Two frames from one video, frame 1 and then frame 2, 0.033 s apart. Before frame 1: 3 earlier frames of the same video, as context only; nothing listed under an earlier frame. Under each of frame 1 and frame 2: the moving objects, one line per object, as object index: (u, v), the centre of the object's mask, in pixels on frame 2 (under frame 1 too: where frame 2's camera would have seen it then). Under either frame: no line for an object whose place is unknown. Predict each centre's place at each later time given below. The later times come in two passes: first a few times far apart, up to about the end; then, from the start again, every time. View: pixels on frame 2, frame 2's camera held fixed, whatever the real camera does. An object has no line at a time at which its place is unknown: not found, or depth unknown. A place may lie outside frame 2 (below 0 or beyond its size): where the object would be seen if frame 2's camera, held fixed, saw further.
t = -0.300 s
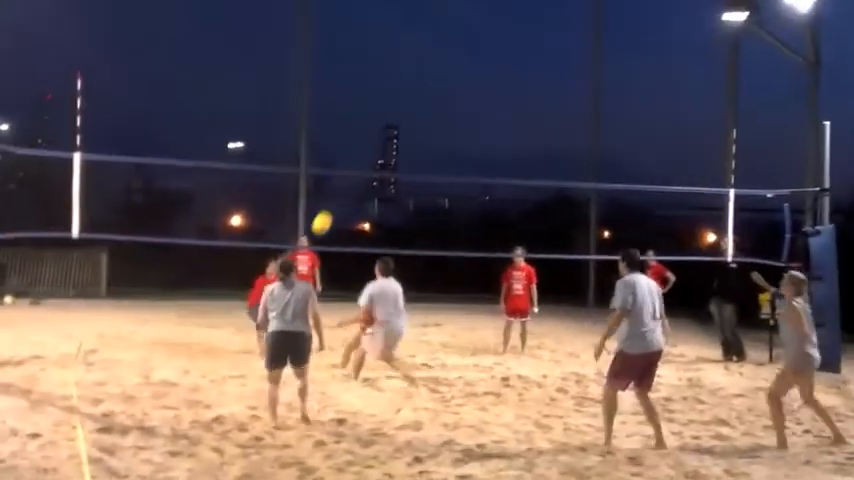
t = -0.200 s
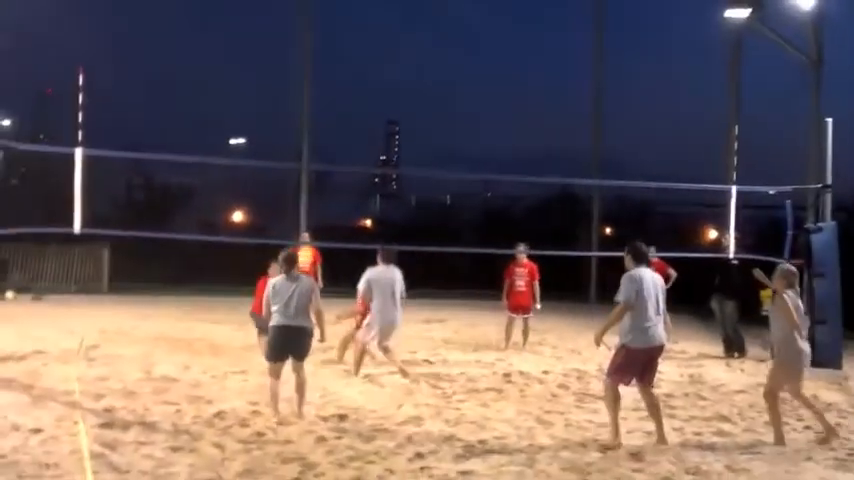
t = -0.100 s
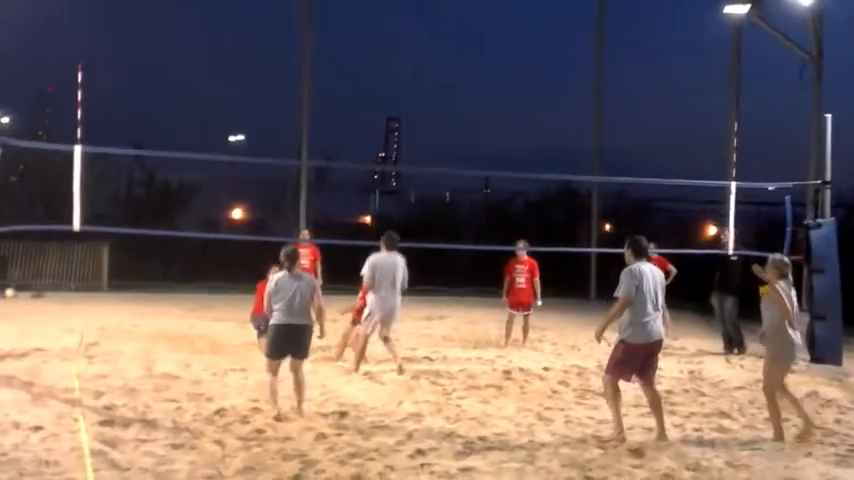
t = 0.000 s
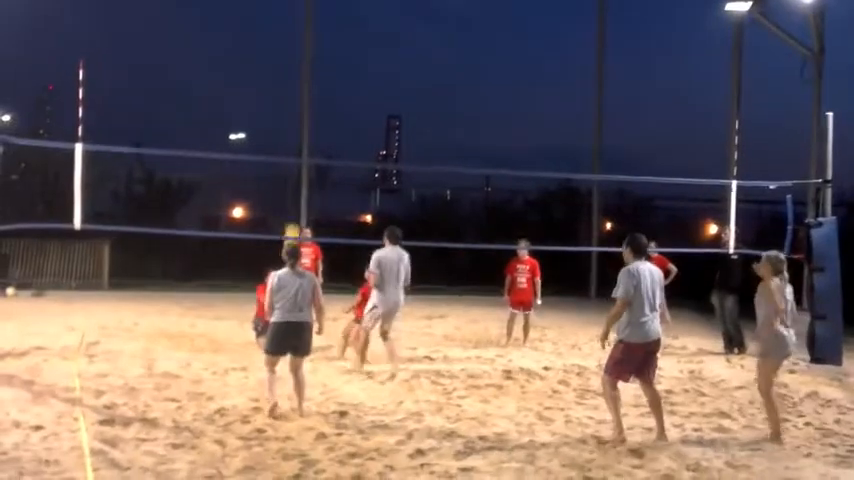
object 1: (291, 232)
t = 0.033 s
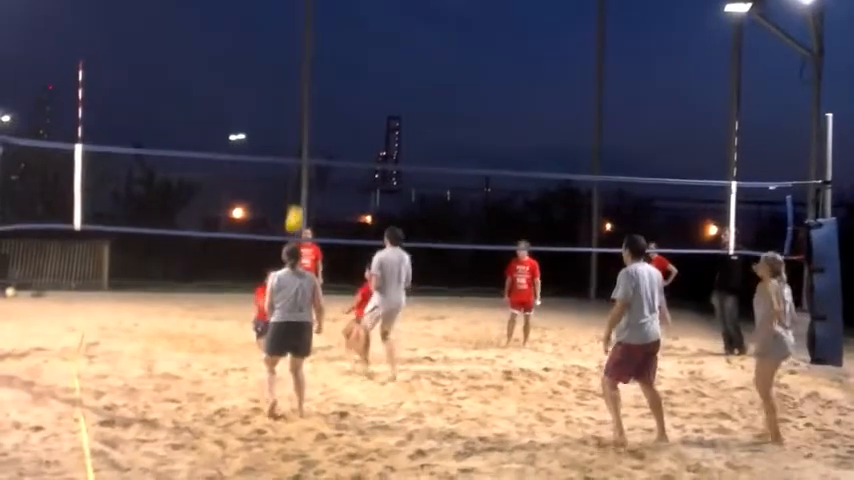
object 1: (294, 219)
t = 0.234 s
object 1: (307, 124)
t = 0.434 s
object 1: (319, 60)
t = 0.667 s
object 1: (332, 23)
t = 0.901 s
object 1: (339, 21)
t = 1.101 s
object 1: (344, 46)
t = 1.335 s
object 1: (348, 102)
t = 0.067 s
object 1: (296, 201)
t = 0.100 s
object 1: (298, 183)
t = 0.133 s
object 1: (300, 171)
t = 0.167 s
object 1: (304, 151)
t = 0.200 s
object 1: (306, 137)
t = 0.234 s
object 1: (307, 124)
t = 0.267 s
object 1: (309, 112)
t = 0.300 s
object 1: (311, 99)
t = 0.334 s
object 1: (313, 87)
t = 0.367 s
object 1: (314, 77)
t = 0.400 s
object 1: (317, 68)
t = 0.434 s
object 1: (319, 60)
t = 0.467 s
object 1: (321, 51)
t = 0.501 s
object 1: (323, 45)
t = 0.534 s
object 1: (325, 38)
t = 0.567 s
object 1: (326, 33)
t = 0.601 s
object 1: (328, 29)
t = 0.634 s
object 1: (330, 25)
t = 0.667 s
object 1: (332, 23)
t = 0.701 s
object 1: (334, 22)
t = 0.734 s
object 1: (335, 20)
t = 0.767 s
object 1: (336, 19)
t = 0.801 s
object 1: (337, 18)
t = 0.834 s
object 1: (337, 18)
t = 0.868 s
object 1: (339, 19)
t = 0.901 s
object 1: (339, 21)
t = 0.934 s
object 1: (340, 24)
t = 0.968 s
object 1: (341, 26)
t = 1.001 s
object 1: (342, 31)
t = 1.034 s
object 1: (343, 35)
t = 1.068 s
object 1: (344, 41)
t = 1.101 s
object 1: (344, 46)
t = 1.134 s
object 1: (345, 53)
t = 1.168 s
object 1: (346, 59)
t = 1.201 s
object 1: (346, 67)
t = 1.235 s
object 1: (347, 74)
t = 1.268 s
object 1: (347, 83)
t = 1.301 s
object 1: (348, 92)
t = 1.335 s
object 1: (348, 102)
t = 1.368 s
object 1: (349, 112)
